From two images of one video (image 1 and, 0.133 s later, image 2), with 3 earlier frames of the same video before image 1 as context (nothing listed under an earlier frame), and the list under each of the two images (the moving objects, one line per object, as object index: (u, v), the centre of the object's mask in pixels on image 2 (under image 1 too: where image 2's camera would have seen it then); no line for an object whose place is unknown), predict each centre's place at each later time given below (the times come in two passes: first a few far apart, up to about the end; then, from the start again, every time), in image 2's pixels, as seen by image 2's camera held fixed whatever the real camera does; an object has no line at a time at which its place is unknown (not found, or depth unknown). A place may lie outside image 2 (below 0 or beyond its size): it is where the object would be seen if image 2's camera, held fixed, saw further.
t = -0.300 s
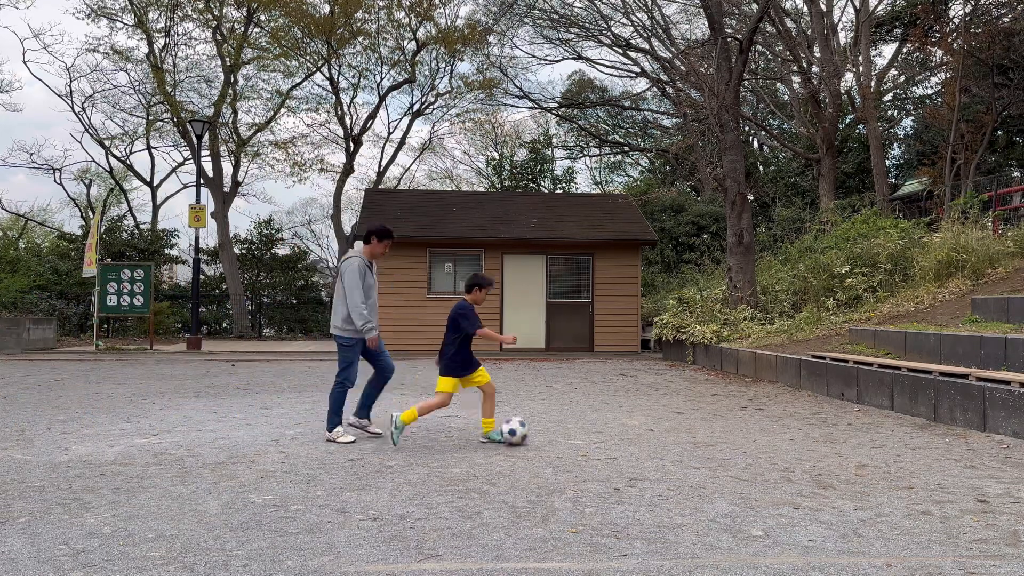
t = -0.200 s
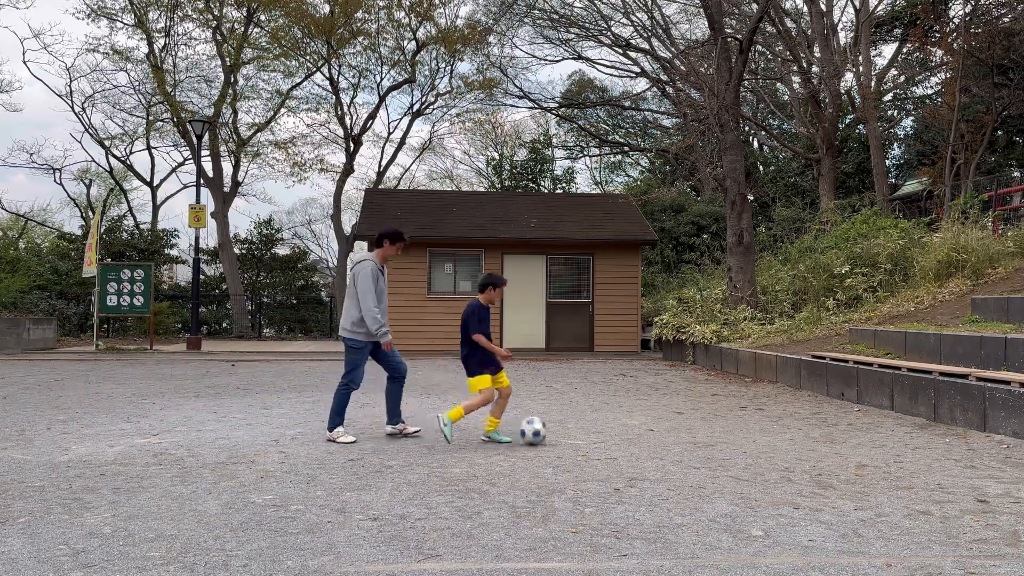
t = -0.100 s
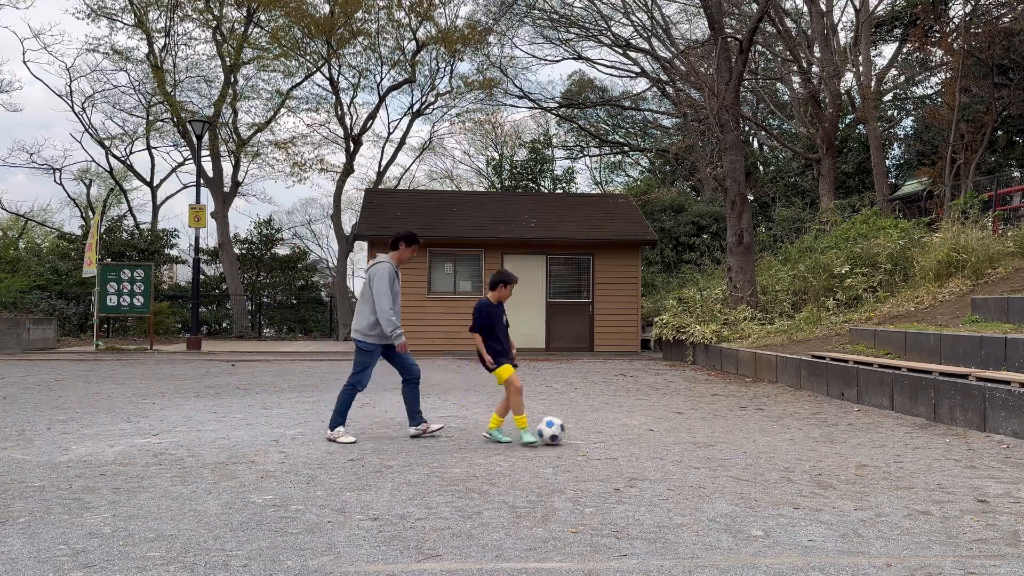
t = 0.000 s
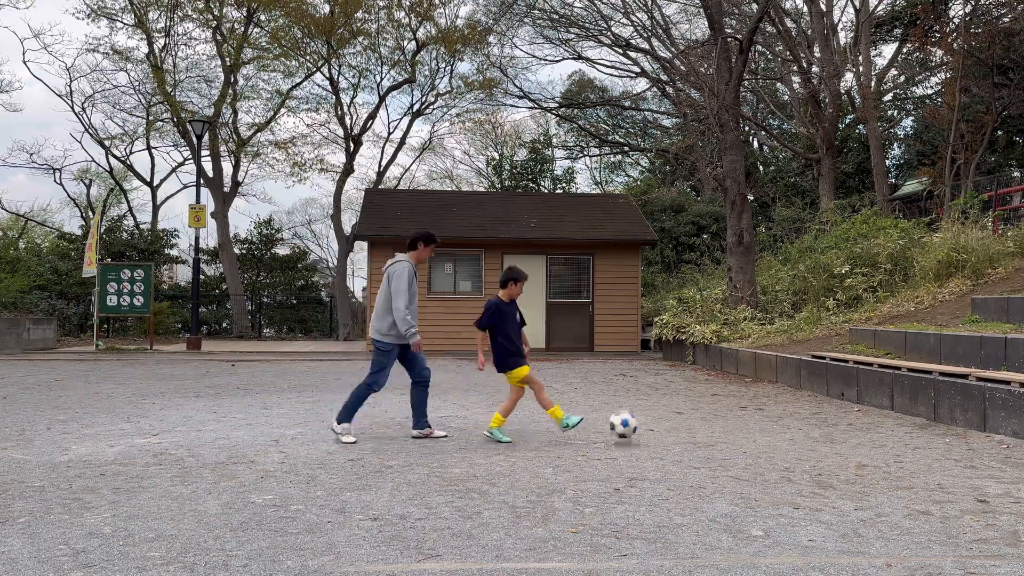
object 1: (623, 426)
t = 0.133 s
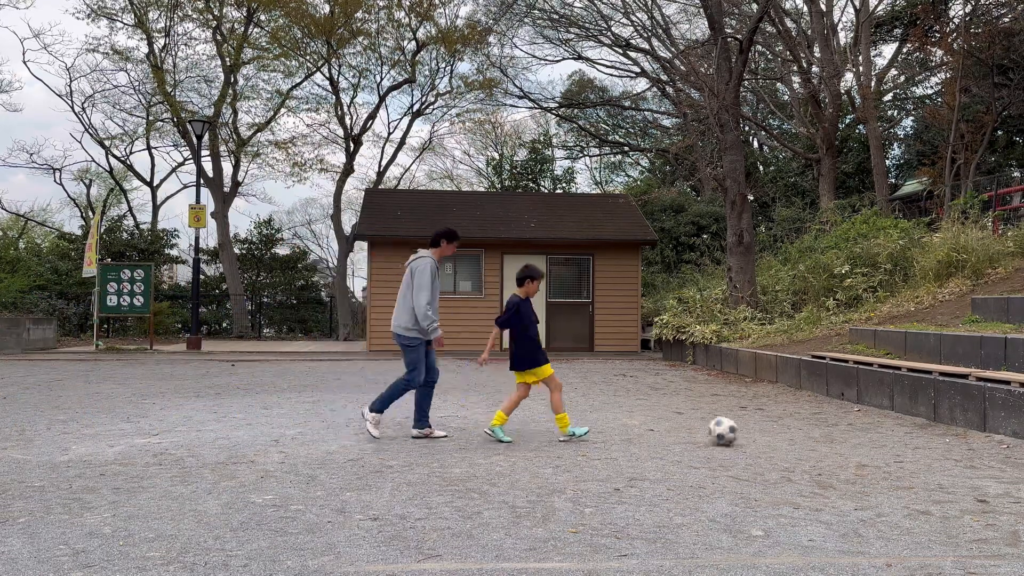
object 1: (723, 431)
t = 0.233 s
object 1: (787, 433)
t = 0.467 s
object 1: (907, 431)
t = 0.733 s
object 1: (978, 413)
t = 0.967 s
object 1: (919, 406)
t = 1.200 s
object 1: (877, 426)
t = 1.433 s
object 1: (871, 437)
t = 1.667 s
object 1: (858, 436)
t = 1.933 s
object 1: (848, 445)
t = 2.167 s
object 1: (839, 449)
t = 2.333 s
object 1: (831, 453)
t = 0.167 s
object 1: (745, 430)
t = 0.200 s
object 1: (766, 431)
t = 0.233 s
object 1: (787, 433)
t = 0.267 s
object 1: (806, 431)
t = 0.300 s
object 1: (824, 431)
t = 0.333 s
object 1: (842, 432)
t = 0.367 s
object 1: (860, 434)
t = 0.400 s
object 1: (876, 433)
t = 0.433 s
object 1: (891, 433)
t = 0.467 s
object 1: (907, 431)
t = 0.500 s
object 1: (920, 431)
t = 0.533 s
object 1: (935, 431)
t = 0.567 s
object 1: (950, 430)
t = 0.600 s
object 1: (964, 429)
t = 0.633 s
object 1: (976, 427)
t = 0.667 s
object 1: (990, 428)
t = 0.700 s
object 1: (987, 419)
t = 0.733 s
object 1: (978, 413)
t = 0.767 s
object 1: (970, 407)
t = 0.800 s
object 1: (962, 404)
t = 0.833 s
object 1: (953, 402)
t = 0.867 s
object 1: (945, 400)
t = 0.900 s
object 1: (937, 401)
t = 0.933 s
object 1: (927, 403)
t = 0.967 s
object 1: (919, 406)
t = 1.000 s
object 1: (912, 411)
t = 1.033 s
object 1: (902, 417)
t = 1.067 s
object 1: (894, 425)
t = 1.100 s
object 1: (884, 435)
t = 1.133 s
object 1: (880, 437)
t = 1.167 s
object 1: (879, 431)
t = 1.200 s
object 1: (877, 426)
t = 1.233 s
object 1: (877, 423)
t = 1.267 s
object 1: (876, 422)
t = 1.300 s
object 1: (875, 422)
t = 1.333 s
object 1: (873, 423)
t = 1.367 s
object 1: (873, 426)
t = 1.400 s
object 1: (872, 431)
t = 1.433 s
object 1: (871, 437)
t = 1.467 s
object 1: (870, 443)
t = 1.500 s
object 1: (868, 438)
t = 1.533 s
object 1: (866, 434)
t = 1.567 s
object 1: (864, 432)
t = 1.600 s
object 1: (863, 432)
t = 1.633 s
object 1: (861, 433)
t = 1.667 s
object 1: (858, 436)
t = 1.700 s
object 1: (857, 440)
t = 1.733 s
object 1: (855, 446)
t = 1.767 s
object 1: (854, 442)
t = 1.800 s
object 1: (853, 440)
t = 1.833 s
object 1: (851, 439)
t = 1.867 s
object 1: (850, 439)
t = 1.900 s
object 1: (849, 441)
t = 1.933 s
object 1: (848, 445)
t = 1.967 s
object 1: (847, 447)
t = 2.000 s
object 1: (845, 445)
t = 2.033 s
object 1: (844, 445)
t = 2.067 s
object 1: (842, 446)
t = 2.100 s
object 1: (841, 448)
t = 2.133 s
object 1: (840, 450)
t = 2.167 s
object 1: (839, 449)
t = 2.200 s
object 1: (838, 450)
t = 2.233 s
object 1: (836, 452)
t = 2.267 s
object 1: (834, 451)
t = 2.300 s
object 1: (833, 451)
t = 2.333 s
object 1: (831, 453)
